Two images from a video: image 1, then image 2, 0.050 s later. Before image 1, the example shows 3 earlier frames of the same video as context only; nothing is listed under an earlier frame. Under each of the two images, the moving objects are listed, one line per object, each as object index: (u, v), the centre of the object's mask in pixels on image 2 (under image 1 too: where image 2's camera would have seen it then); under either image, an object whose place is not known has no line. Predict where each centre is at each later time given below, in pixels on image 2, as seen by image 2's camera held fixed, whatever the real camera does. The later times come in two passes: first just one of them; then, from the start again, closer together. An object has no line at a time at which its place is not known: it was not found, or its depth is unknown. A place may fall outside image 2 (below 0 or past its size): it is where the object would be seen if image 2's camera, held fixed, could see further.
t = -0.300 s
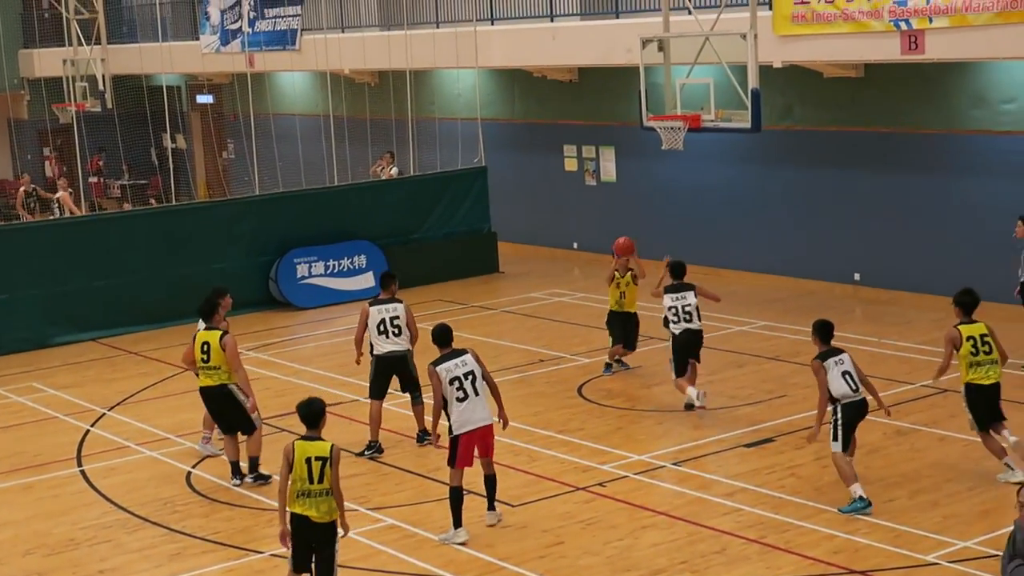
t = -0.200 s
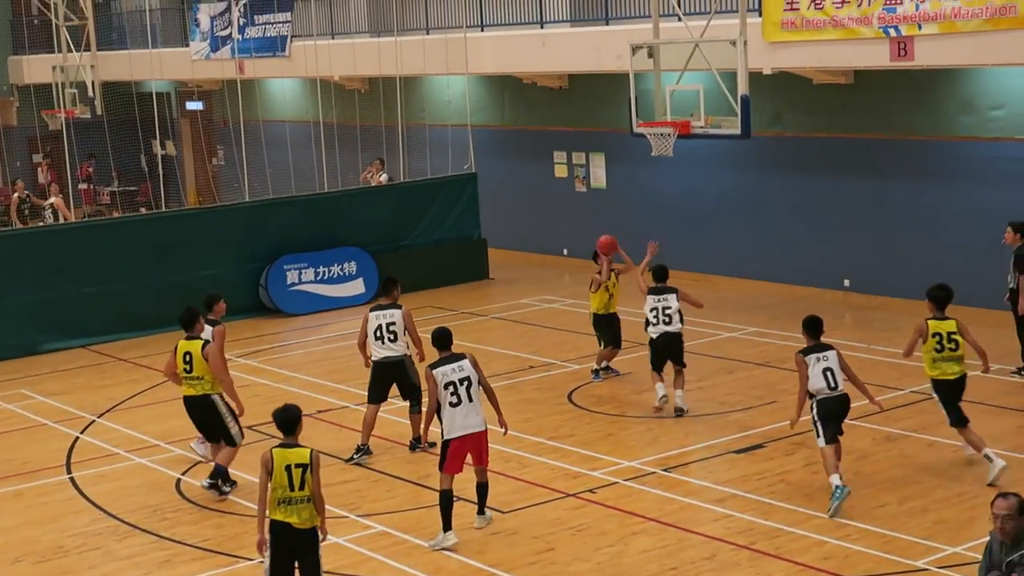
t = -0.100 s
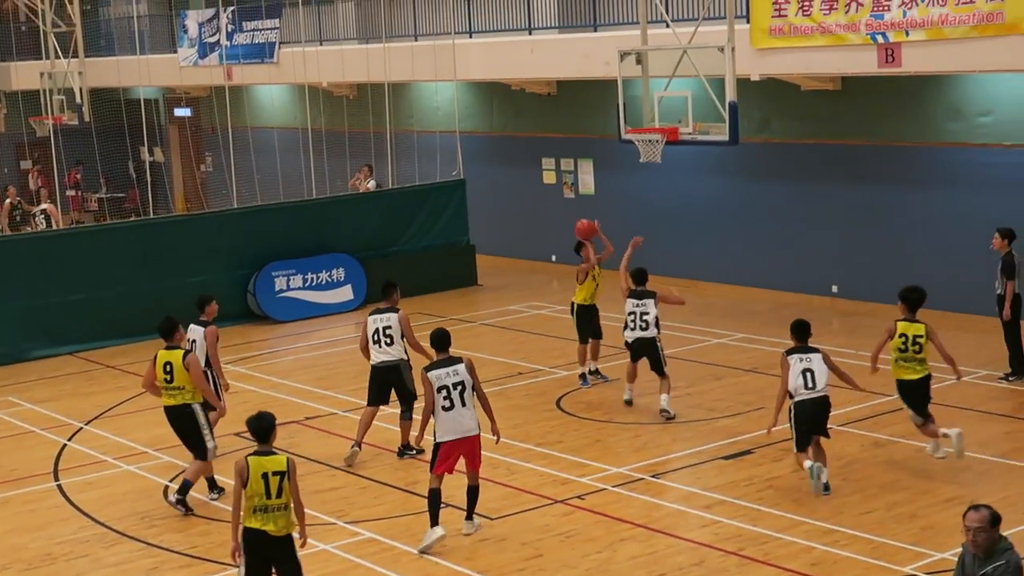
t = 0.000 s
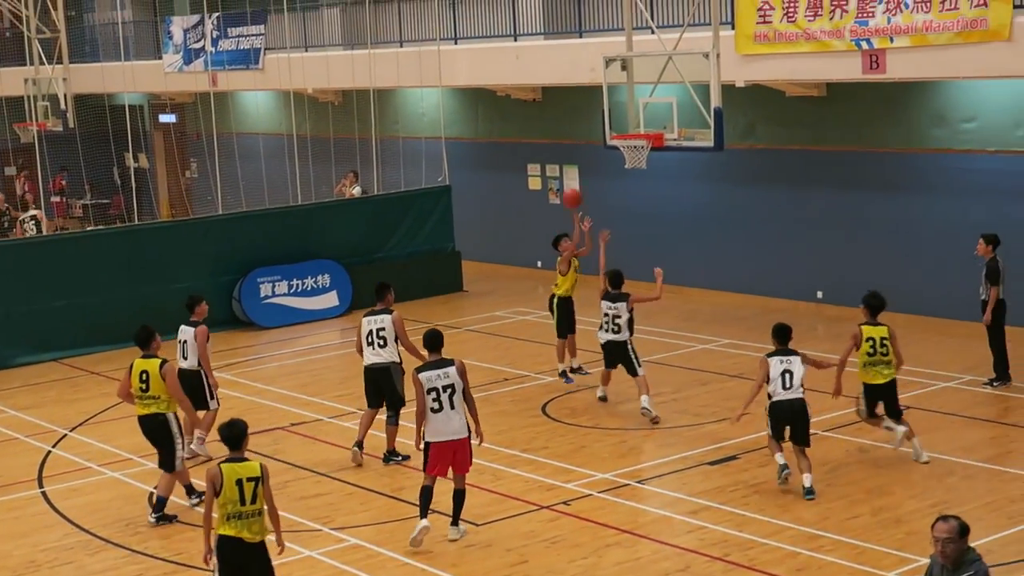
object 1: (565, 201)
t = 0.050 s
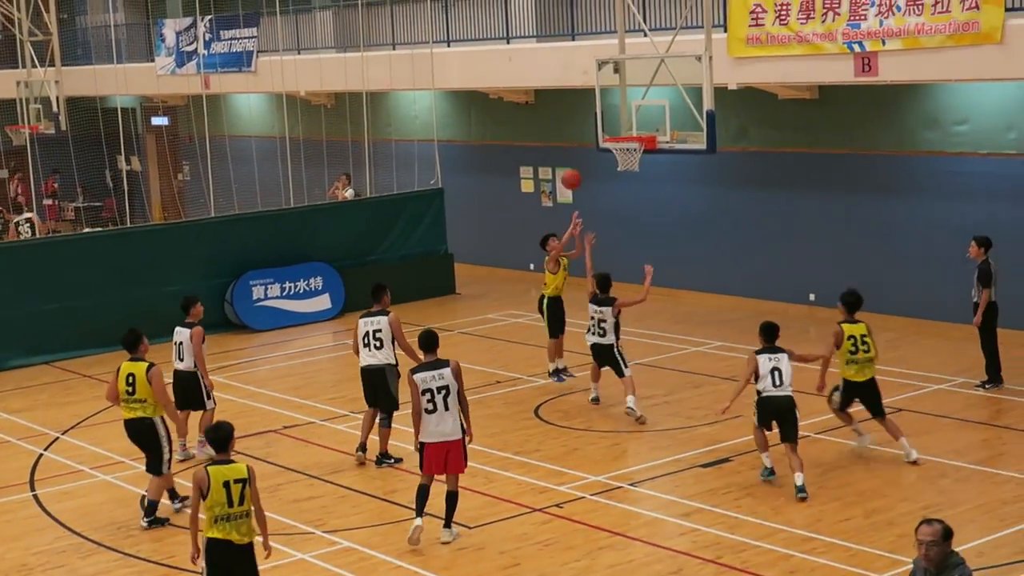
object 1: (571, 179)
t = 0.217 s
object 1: (593, 123)
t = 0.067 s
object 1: (573, 172)
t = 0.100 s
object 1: (577, 160)
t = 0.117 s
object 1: (579, 154)
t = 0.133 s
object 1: (582, 148)
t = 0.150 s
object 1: (584, 143)
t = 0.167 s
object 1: (585, 138)
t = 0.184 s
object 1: (589, 132)
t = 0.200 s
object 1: (591, 128)
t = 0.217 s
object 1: (593, 123)
